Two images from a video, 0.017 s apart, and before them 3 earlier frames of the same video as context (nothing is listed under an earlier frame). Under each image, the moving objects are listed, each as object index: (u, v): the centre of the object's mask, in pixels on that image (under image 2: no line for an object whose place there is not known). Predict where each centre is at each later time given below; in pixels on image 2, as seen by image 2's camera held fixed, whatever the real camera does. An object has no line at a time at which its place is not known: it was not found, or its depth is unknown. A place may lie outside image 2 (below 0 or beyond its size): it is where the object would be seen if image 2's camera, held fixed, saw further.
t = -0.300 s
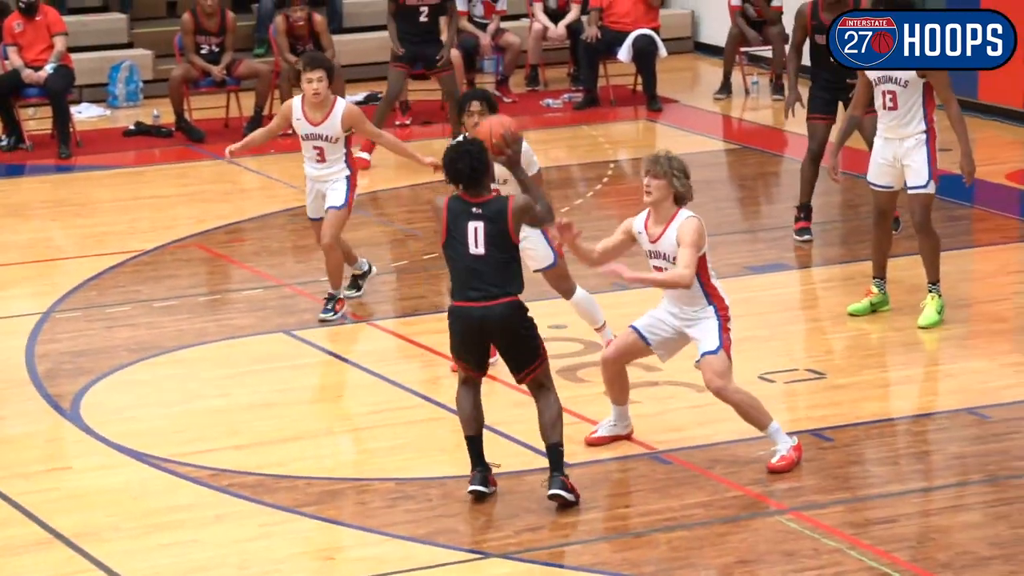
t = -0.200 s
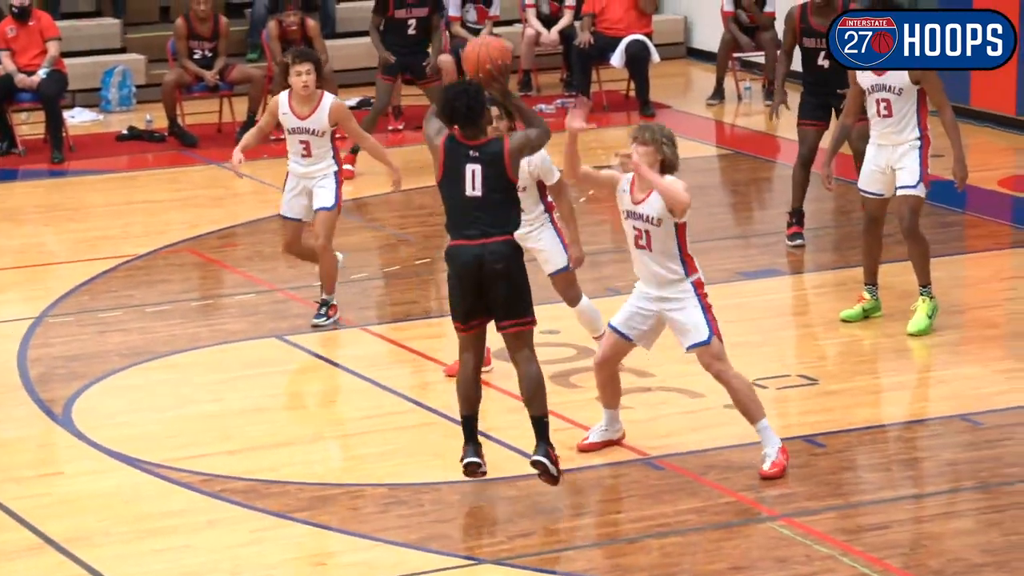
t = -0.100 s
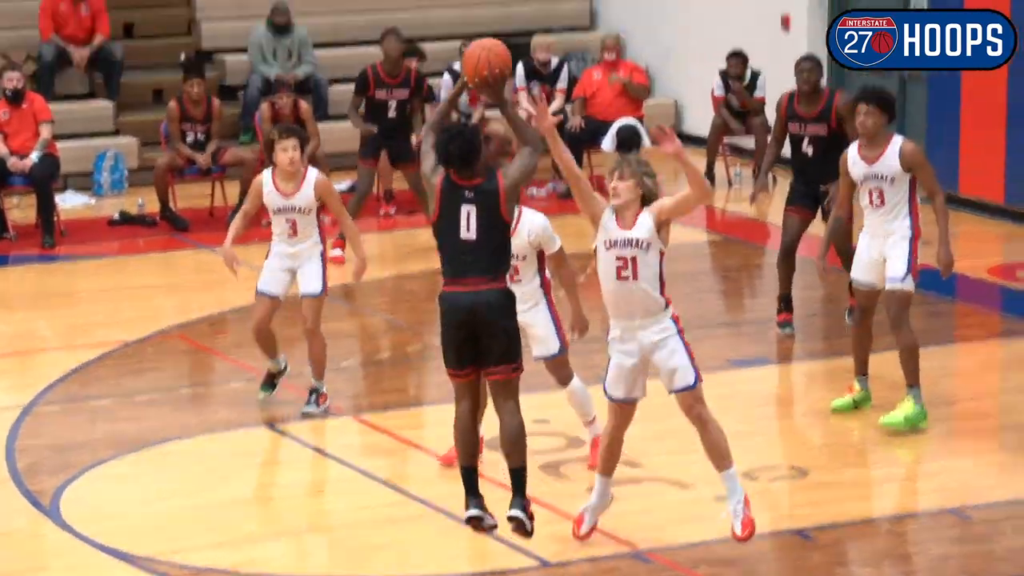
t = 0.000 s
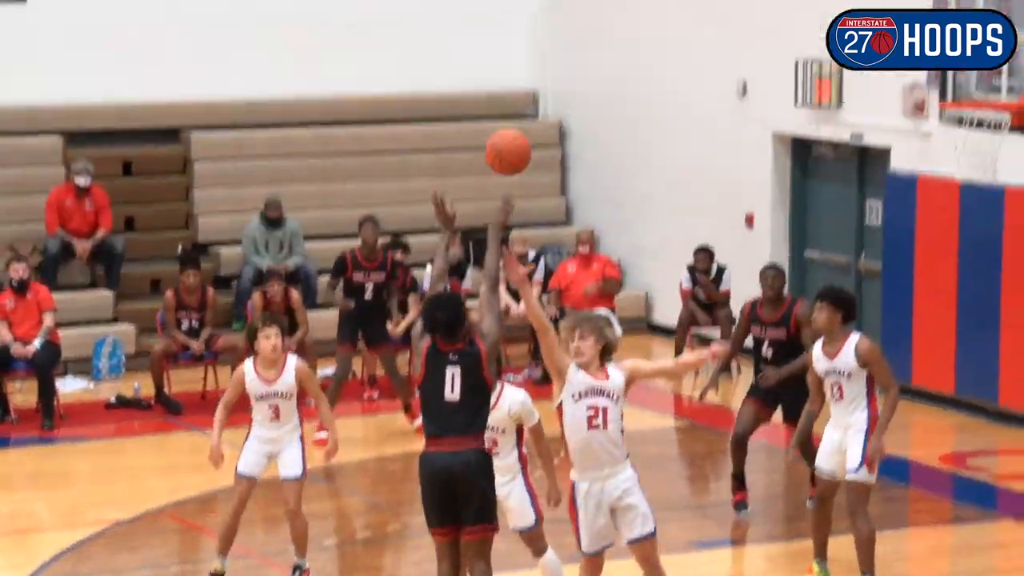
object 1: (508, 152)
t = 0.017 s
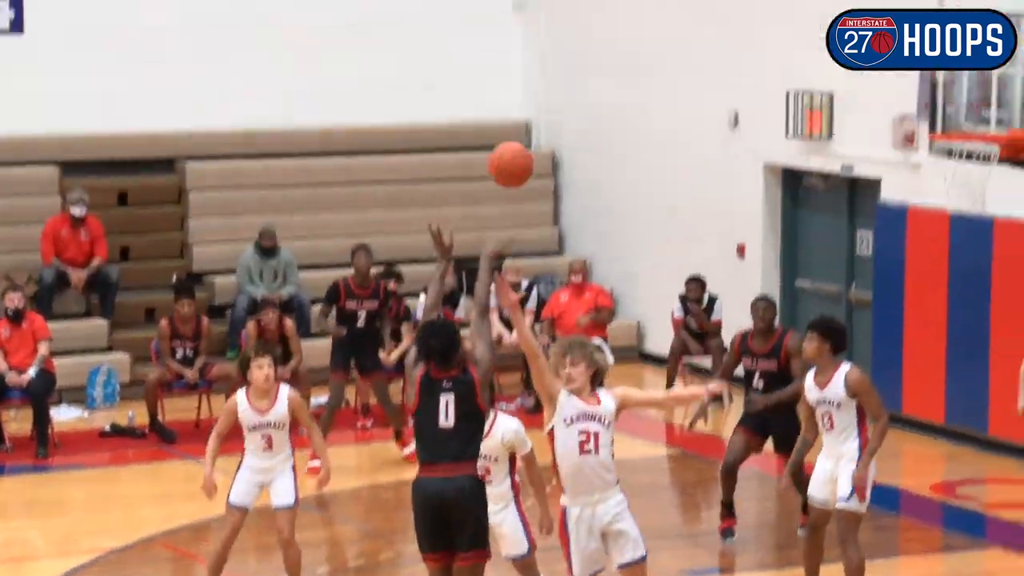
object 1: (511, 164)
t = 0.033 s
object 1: (520, 147)
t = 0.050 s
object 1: (530, 131)
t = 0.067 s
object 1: (539, 116)
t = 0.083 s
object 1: (547, 101)
